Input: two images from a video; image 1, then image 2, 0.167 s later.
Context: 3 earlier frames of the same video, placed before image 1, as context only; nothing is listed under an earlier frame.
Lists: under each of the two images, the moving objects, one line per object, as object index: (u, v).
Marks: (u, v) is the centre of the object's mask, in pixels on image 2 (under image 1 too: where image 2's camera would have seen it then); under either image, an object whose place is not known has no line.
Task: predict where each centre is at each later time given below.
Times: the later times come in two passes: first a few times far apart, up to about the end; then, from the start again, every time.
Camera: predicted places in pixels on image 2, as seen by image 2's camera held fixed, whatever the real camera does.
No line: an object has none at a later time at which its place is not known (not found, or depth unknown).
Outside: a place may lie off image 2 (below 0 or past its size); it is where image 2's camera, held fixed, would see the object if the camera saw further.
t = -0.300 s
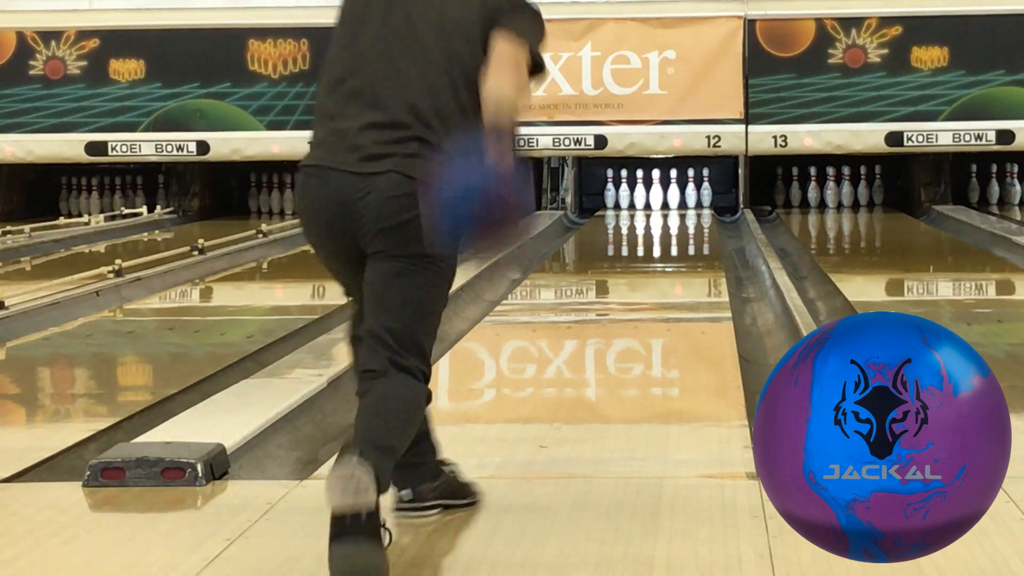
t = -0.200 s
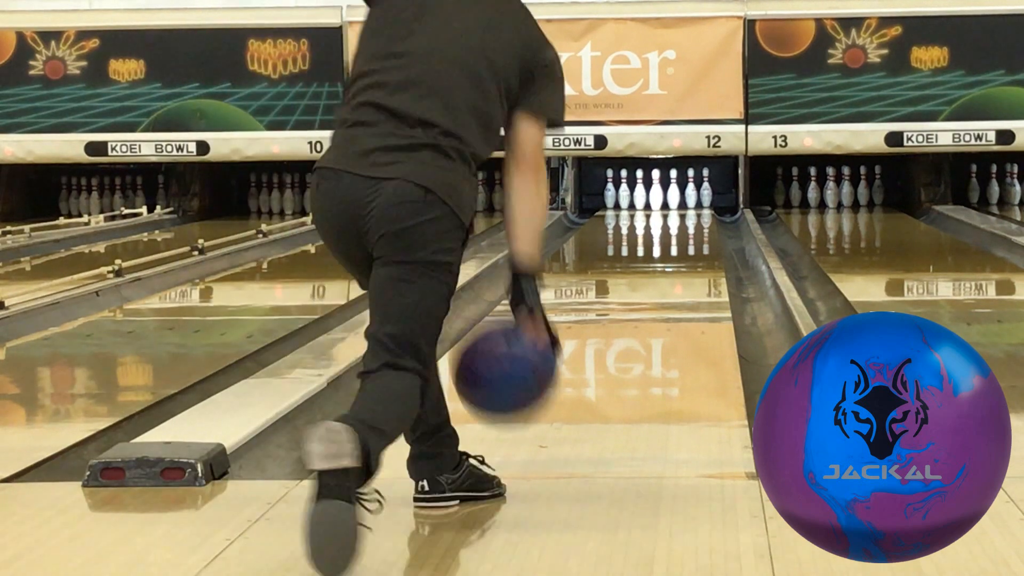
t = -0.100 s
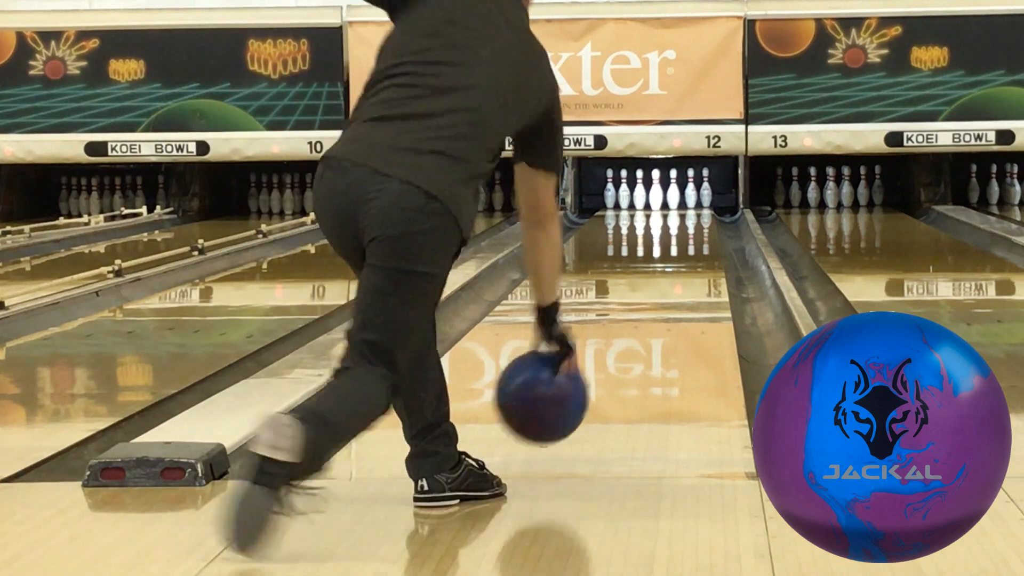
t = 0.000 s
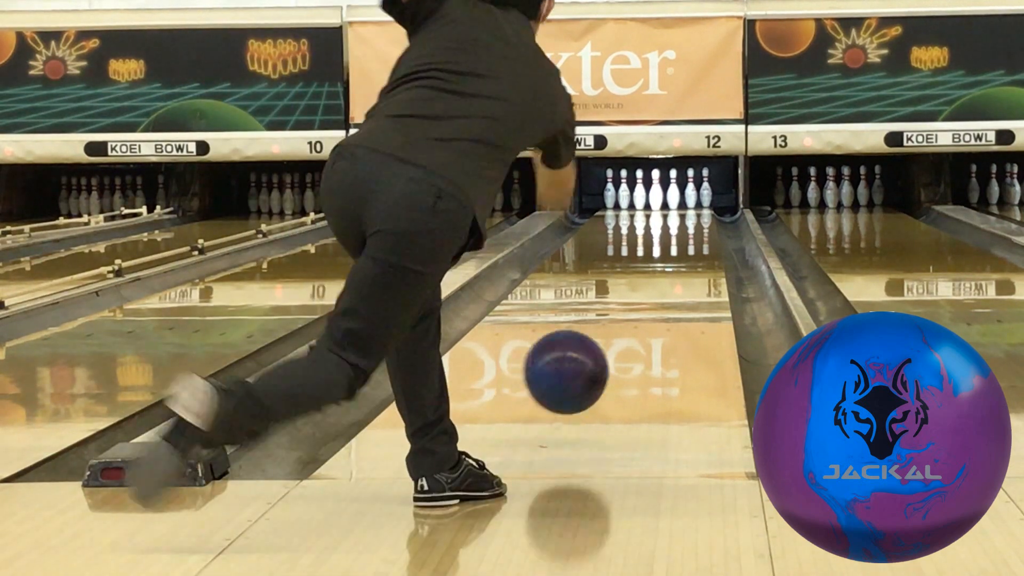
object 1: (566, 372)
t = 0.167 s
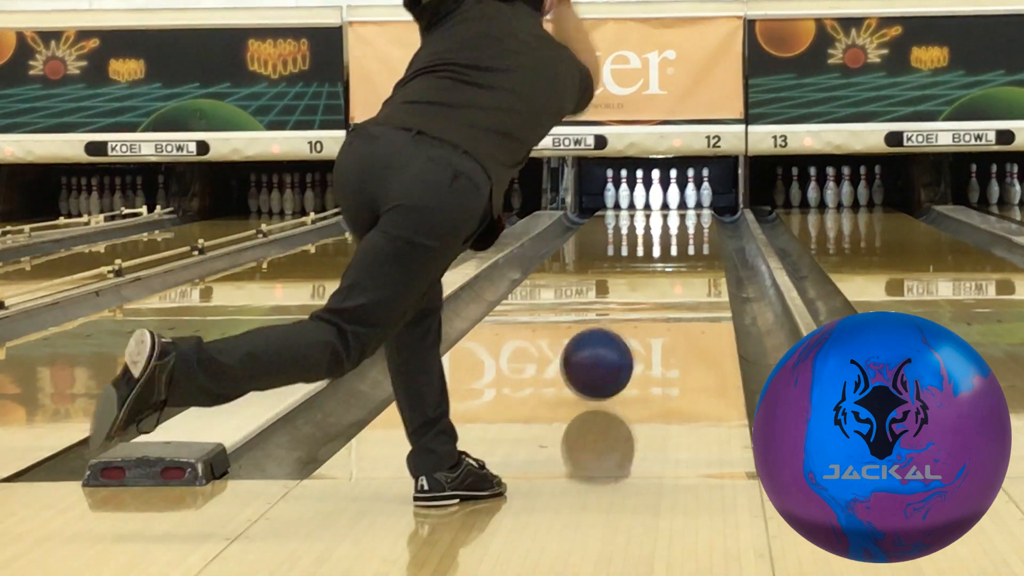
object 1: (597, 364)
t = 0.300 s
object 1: (616, 344)
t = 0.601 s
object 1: (647, 301)
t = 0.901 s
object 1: (668, 273)
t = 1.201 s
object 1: (681, 252)
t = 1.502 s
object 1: (690, 237)
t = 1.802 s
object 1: (693, 226)
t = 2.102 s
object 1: (689, 216)
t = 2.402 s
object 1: (679, 209)
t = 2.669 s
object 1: (666, 204)
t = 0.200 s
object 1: (603, 360)
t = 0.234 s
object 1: (607, 354)
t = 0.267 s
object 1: (612, 349)
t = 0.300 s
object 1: (616, 344)
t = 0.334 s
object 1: (621, 337)
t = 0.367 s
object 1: (624, 333)
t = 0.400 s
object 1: (628, 327)
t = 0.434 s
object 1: (632, 322)
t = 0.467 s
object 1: (635, 318)
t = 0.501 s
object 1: (638, 314)
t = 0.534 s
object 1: (642, 309)
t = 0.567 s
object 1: (644, 305)
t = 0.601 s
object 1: (647, 301)
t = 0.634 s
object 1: (650, 298)
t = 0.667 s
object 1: (652, 294)
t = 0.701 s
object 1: (655, 291)
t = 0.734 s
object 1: (657, 288)
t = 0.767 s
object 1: (659, 284)
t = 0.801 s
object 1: (662, 281)
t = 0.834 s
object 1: (664, 279)
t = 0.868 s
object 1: (666, 276)
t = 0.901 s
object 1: (668, 273)
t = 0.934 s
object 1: (669, 270)
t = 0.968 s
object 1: (671, 268)
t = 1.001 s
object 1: (673, 265)
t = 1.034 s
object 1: (674, 263)
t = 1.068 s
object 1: (676, 261)
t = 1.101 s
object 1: (678, 258)
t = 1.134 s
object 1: (679, 256)
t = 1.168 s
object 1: (681, 254)
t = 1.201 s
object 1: (681, 252)
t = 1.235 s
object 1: (683, 250)
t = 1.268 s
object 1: (684, 248)
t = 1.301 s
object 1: (685, 246)
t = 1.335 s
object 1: (686, 245)
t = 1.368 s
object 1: (687, 243)
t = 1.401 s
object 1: (687, 241)
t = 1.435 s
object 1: (688, 240)
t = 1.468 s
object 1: (689, 238)
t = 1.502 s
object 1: (690, 237)
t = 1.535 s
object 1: (690, 235)
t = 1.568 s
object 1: (691, 234)
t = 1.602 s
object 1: (691, 233)
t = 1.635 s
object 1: (692, 232)
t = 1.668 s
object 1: (692, 231)
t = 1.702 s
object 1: (692, 229)
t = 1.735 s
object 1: (692, 228)
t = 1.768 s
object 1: (693, 227)
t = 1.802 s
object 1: (693, 226)
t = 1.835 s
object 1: (692, 225)
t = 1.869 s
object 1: (692, 224)
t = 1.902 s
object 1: (692, 223)
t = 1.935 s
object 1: (692, 221)
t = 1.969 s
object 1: (691, 220)
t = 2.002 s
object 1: (691, 219)
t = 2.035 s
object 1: (690, 218)
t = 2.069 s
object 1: (689, 217)
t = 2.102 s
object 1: (689, 216)
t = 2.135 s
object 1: (688, 215)
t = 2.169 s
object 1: (687, 215)
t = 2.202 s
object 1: (686, 214)
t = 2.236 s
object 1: (686, 213)
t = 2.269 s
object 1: (684, 212)
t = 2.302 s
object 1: (683, 211)
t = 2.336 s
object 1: (682, 210)
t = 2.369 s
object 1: (680, 209)
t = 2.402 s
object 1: (679, 209)
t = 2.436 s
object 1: (677, 208)
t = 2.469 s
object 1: (676, 207)
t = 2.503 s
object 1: (675, 206)
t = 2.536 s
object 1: (673, 206)
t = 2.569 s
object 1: (671, 205)
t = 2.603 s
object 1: (670, 204)
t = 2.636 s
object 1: (668, 204)
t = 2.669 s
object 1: (666, 204)
